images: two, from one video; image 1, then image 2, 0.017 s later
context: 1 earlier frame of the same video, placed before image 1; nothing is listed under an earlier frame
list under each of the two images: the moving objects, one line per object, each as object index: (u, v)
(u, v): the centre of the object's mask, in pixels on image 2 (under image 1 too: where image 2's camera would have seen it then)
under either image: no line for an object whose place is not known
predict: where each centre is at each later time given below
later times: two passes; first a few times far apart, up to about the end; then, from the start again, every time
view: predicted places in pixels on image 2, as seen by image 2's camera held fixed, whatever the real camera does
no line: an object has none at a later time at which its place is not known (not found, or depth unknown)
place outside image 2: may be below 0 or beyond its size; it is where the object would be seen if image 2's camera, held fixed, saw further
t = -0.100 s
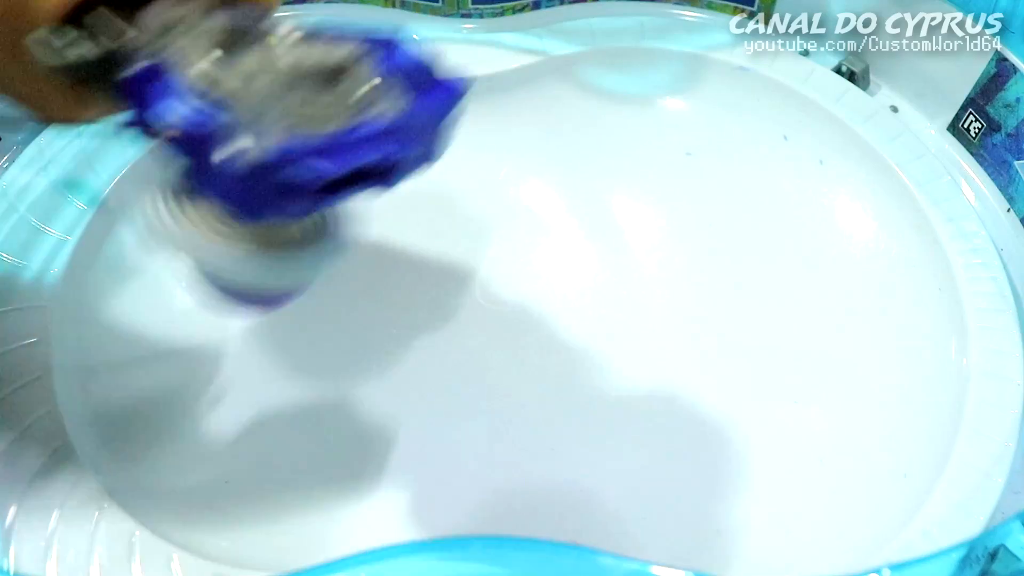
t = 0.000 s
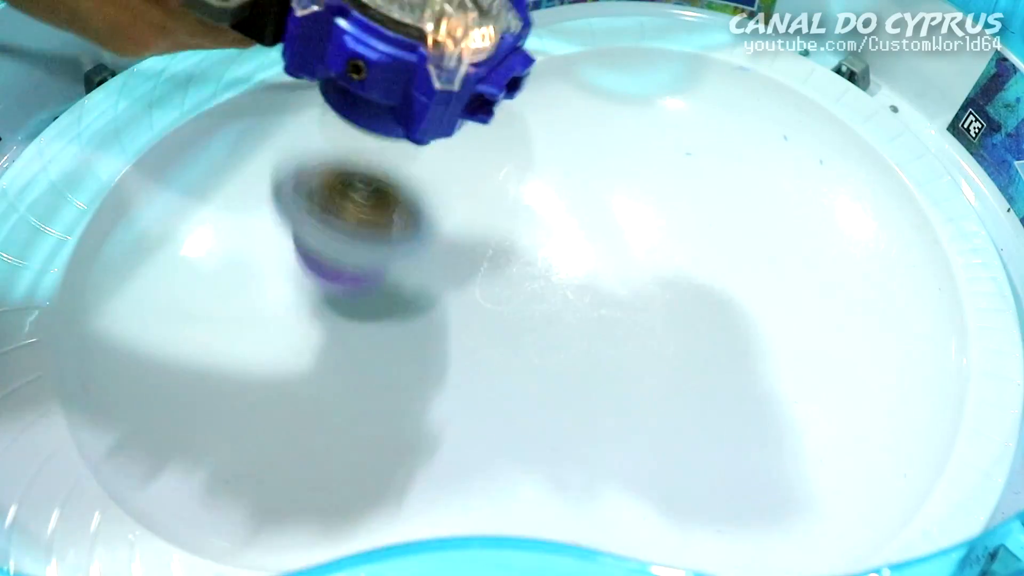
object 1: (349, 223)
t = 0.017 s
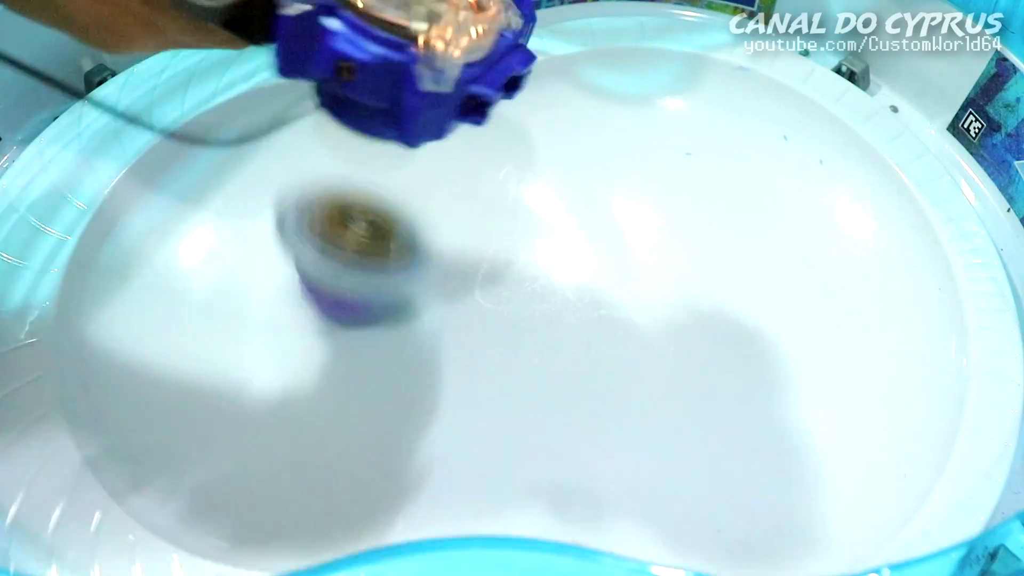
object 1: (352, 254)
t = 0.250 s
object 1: (369, 242)
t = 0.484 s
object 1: (560, 376)
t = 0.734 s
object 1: (884, 417)
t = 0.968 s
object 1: (615, 254)
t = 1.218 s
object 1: (531, 210)
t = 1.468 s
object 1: (806, 361)
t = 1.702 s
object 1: (730, 447)
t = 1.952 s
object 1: (525, 217)
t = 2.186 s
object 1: (717, 104)
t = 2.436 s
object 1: (826, 490)
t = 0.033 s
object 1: (351, 260)
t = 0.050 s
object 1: (347, 245)
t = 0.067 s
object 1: (346, 235)
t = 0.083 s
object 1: (345, 228)
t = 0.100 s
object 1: (344, 228)
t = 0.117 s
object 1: (349, 233)
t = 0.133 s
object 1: (349, 232)
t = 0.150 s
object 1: (350, 230)
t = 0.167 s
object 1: (353, 230)
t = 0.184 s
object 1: (354, 230)
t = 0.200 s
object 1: (357, 231)
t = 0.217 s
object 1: (361, 235)
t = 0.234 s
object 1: (365, 237)
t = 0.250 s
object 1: (369, 242)
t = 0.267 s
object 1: (376, 249)
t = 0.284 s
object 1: (383, 255)
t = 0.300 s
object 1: (391, 263)
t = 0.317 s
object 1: (400, 271)
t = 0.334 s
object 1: (410, 280)
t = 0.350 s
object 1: (423, 290)
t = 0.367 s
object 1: (435, 300)
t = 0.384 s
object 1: (448, 311)
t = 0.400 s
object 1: (463, 321)
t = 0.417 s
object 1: (479, 331)
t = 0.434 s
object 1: (496, 342)
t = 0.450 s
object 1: (517, 354)
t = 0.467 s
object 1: (538, 365)
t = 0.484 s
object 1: (560, 376)
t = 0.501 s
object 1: (584, 387)
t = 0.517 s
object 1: (611, 399)
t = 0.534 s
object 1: (638, 412)
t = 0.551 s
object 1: (671, 425)
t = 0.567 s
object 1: (702, 433)
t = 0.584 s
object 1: (730, 439)
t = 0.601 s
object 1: (762, 447)
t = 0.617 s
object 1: (797, 452)
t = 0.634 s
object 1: (833, 456)
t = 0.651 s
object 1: (854, 453)
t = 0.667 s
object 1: (874, 450)
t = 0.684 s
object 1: (888, 443)
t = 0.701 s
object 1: (889, 430)
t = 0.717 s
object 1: (888, 421)
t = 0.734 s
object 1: (884, 417)
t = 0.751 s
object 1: (877, 414)
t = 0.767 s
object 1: (863, 405)
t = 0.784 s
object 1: (843, 393)
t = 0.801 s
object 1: (824, 381)
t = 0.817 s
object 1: (803, 370)
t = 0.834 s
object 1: (782, 357)
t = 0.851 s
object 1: (759, 345)
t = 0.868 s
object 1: (737, 333)
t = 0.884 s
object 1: (714, 319)
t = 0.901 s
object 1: (693, 306)
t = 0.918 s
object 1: (672, 293)
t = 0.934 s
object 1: (653, 282)
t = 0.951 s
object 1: (634, 268)
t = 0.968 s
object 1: (615, 254)
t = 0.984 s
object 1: (599, 242)
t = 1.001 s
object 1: (584, 233)
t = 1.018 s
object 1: (572, 220)
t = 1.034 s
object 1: (561, 212)
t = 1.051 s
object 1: (551, 204)
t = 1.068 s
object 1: (544, 198)
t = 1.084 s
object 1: (538, 194)
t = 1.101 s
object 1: (532, 190)
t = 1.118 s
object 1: (528, 188)
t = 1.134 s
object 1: (525, 188)
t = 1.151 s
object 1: (523, 189)
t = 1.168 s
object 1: (522, 192)
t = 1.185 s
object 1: (524, 196)
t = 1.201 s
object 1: (526, 202)
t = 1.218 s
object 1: (531, 210)
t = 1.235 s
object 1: (536, 217)
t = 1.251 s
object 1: (544, 227)
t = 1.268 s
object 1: (553, 238)
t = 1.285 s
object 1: (564, 249)
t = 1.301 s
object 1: (576, 259)
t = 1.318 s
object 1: (592, 271)
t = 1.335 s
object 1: (609, 283)
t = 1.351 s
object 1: (628, 294)
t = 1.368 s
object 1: (648, 305)
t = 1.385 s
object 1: (668, 315)
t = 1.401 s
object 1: (694, 324)
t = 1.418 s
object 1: (721, 333)
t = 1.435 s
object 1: (749, 342)
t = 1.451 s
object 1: (777, 352)
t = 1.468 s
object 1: (806, 361)
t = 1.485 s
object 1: (833, 372)
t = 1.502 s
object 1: (860, 382)
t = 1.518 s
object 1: (881, 391)
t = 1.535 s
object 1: (894, 400)
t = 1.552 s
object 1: (907, 407)
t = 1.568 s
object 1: (910, 413)
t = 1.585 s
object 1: (903, 419)
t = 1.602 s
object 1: (892, 428)
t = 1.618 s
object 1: (876, 437)
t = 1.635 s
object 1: (858, 445)
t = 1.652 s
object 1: (829, 448)
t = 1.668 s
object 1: (797, 448)
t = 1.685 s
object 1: (764, 448)
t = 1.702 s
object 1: (730, 447)
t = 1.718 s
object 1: (702, 443)
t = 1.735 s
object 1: (674, 438)
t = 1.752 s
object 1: (650, 429)
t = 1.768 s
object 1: (629, 417)
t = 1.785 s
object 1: (607, 402)
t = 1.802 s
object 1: (589, 388)
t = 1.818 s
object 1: (573, 372)
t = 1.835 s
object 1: (559, 353)
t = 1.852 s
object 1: (547, 336)
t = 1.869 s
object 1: (538, 317)
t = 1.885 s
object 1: (532, 298)
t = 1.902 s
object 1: (528, 276)
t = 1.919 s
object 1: (525, 258)
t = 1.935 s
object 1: (523, 238)
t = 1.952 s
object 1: (525, 217)
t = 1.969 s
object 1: (528, 200)
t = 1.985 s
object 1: (533, 184)
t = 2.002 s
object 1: (538, 168)
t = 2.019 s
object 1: (545, 154)
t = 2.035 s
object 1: (555, 140)
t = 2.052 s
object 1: (567, 132)
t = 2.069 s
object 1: (579, 122)
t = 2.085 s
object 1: (594, 113)
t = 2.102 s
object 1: (608, 103)
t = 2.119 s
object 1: (628, 101)
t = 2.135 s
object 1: (651, 99)
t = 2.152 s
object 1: (669, 98)
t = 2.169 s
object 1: (694, 100)
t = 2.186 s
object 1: (717, 104)
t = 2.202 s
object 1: (741, 110)
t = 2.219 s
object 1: (764, 119)
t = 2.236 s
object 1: (784, 130)
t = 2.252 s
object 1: (811, 145)
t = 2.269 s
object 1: (835, 163)
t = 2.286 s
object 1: (852, 183)
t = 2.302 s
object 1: (871, 210)
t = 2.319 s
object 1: (883, 238)
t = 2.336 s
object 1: (895, 270)
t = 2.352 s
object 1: (897, 300)
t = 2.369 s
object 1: (898, 340)
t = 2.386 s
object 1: (894, 381)
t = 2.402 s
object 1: (881, 418)
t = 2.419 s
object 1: (859, 455)
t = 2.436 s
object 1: (826, 490)
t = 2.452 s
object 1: (788, 510)
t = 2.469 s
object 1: (737, 516)
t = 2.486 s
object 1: (673, 514)
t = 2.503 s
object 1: (622, 505)
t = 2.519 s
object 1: (563, 488)
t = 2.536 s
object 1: (497, 475)
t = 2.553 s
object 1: (445, 467)
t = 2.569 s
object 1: (395, 461)
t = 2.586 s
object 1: (341, 443)
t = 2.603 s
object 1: (289, 417)
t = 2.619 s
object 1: (253, 391)
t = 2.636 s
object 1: (215, 359)
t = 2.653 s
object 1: (178, 322)
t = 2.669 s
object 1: (146, 276)
